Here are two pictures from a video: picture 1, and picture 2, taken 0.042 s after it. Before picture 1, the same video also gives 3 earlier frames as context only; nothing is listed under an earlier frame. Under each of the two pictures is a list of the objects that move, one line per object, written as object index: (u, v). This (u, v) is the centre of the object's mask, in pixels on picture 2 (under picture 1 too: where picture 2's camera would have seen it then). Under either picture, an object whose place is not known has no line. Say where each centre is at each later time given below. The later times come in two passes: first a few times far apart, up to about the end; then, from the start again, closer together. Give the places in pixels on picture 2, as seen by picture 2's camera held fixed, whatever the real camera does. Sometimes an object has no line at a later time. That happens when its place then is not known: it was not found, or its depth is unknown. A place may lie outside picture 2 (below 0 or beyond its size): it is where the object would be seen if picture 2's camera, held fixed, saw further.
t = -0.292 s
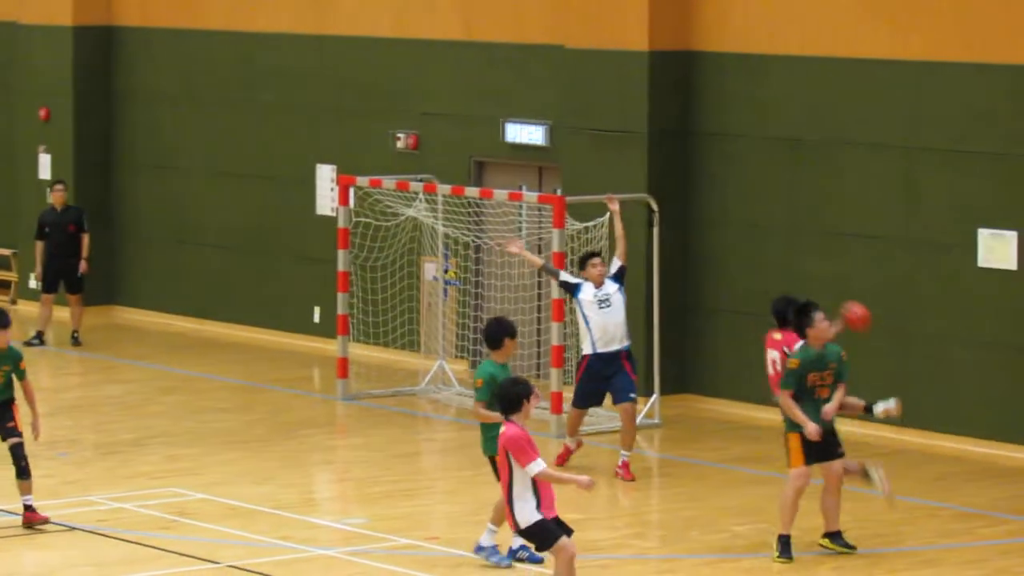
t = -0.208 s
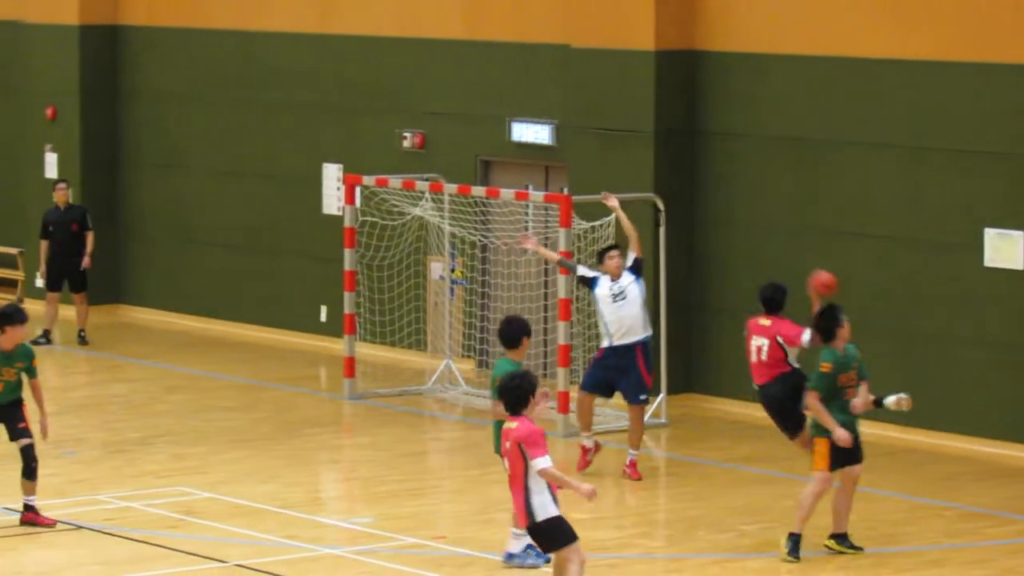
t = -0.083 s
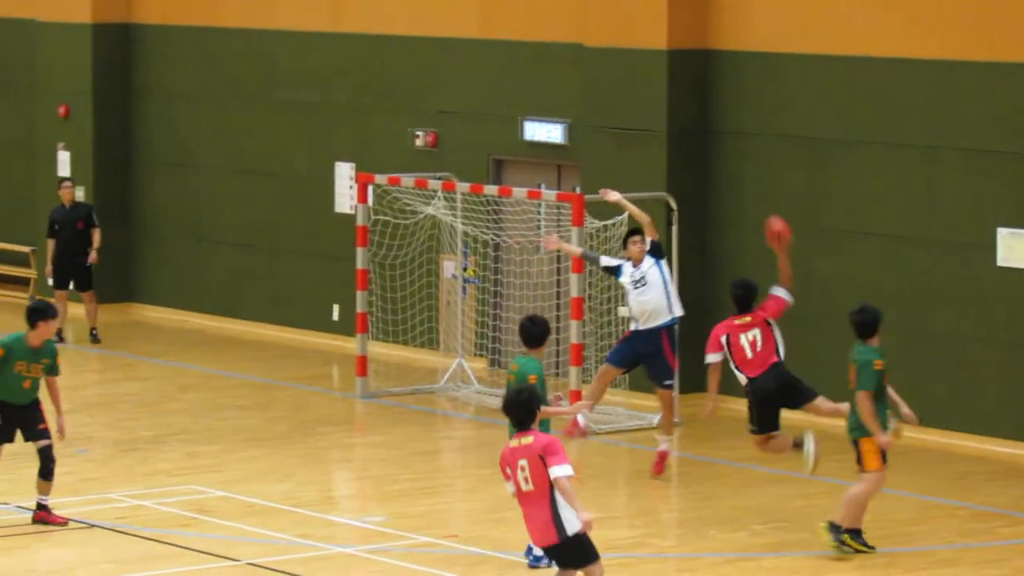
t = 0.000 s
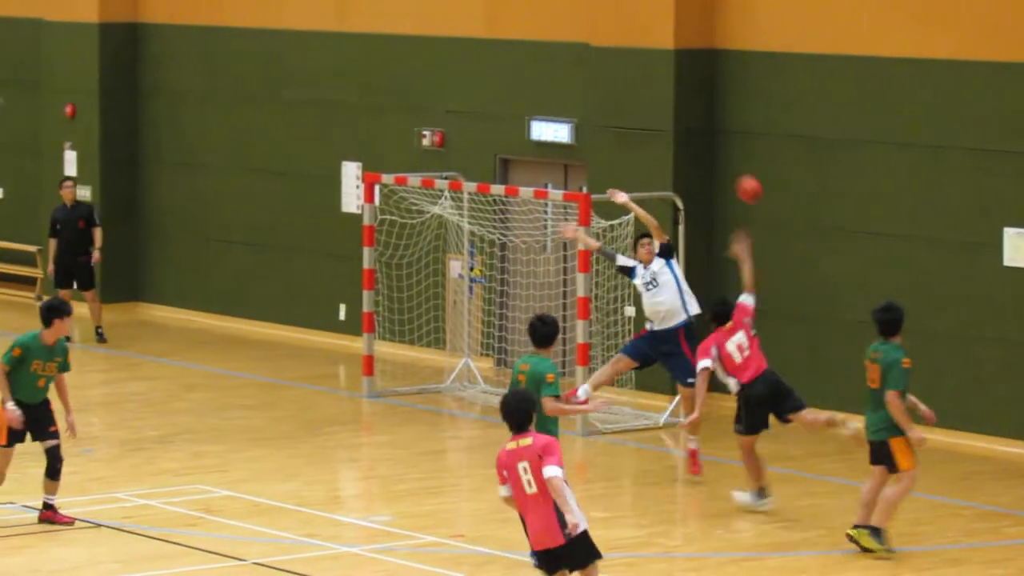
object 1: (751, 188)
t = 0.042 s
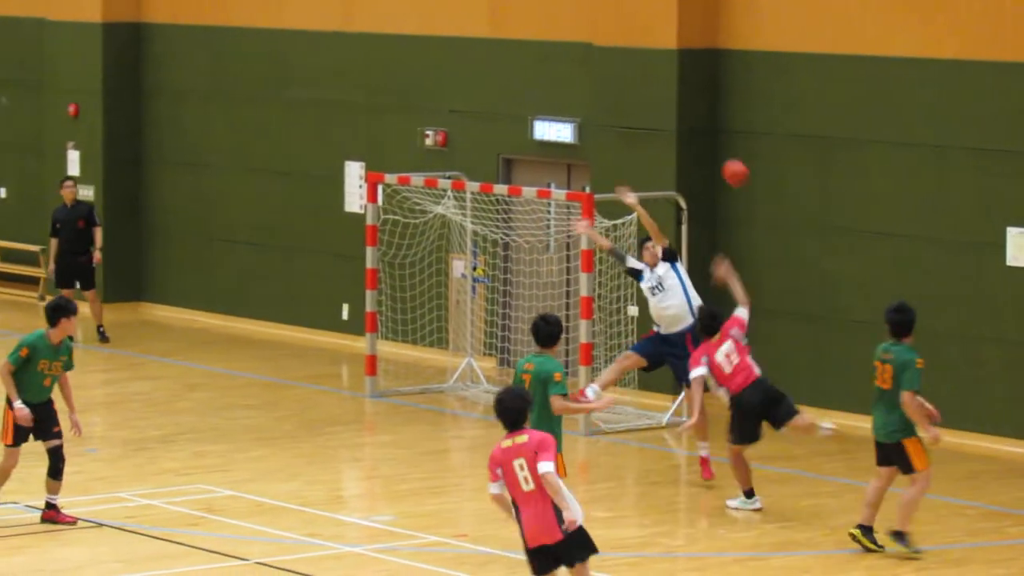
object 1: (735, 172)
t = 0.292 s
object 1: (642, 123)
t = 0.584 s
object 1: (542, 161)
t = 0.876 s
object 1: (483, 135)
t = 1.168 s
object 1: (433, 162)
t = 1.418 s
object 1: (384, 159)
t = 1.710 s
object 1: (330, 235)
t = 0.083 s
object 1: (718, 158)
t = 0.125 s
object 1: (702, 146)
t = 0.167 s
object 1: (687, 137)
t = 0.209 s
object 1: (672, 130)
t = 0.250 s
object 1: (657, 125)
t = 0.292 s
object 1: (642, 123)
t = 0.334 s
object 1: (627, 122)
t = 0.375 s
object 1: (612, 124)
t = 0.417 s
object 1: (597, 128)
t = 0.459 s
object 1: (584, 133)
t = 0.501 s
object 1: (569, 142)
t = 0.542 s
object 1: (555, 151)
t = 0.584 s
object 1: (542, 161)
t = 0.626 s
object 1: (529, 175)
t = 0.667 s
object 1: (519, 169)
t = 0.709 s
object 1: (511, 158)
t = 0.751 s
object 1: (505, 150)
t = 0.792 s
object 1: (497, 143)
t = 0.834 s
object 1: (489, 138)
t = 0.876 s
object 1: (483, 135)
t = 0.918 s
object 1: (475, 134)
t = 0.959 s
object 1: (468, 135)
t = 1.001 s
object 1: (461, 138)
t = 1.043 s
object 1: (454, 142)
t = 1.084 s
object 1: (447, 149)
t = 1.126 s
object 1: (439, 158)
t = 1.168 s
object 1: (433, 162)
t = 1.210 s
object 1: (425, 157)
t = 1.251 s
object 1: (416, 155)
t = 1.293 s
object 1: (407, 153)
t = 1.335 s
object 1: (399, 153)
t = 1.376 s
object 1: (391, 156)
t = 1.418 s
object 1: (384, 159)
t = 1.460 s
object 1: (376, 164)
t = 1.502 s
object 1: (366, 171)
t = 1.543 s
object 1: (359, 182)
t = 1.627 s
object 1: (344, 207)
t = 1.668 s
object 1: (338, 220)
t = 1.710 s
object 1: (330, 235)
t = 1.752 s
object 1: (323, 254)
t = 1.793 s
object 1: (316, 272)
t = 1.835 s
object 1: (308, 292)
